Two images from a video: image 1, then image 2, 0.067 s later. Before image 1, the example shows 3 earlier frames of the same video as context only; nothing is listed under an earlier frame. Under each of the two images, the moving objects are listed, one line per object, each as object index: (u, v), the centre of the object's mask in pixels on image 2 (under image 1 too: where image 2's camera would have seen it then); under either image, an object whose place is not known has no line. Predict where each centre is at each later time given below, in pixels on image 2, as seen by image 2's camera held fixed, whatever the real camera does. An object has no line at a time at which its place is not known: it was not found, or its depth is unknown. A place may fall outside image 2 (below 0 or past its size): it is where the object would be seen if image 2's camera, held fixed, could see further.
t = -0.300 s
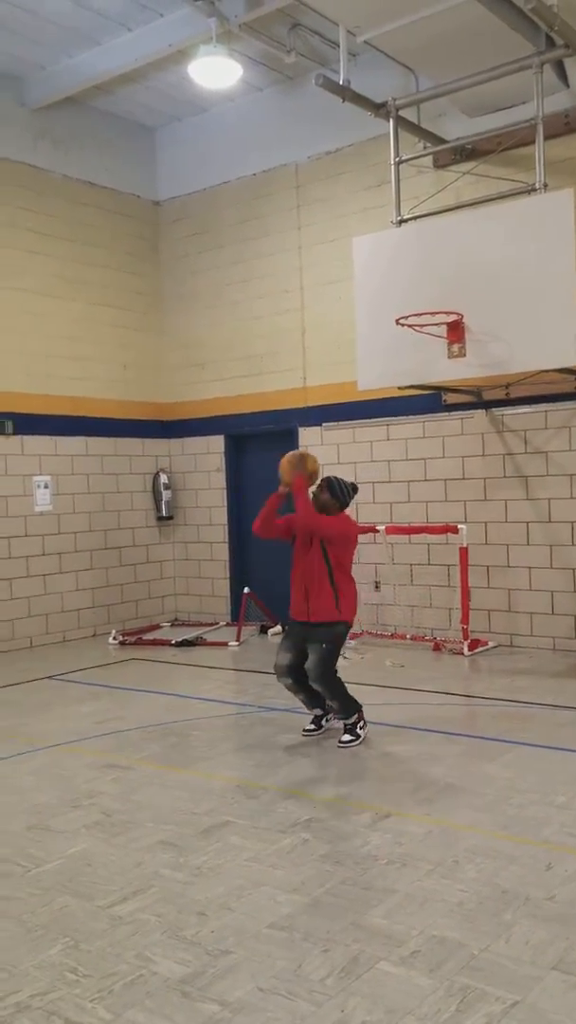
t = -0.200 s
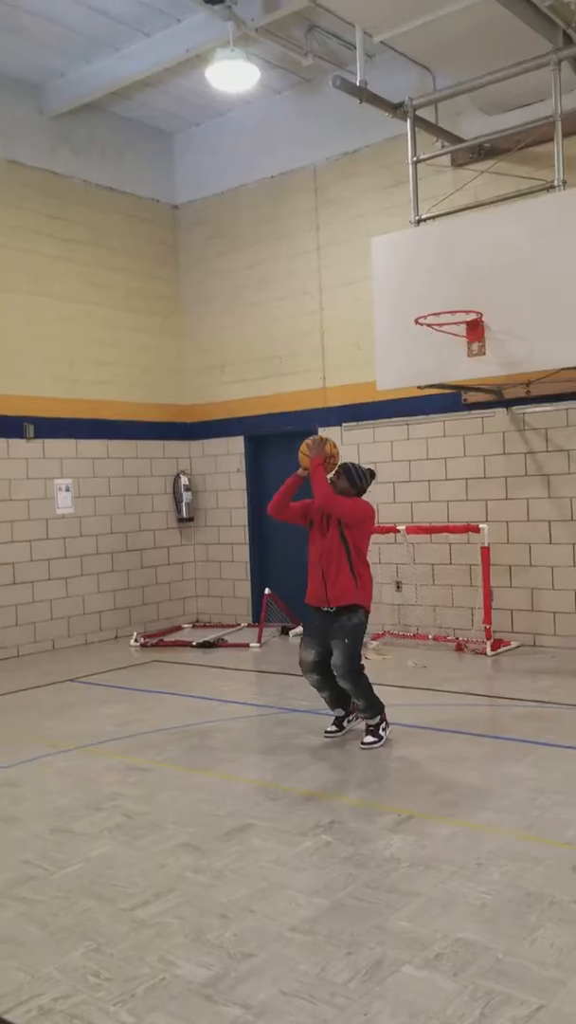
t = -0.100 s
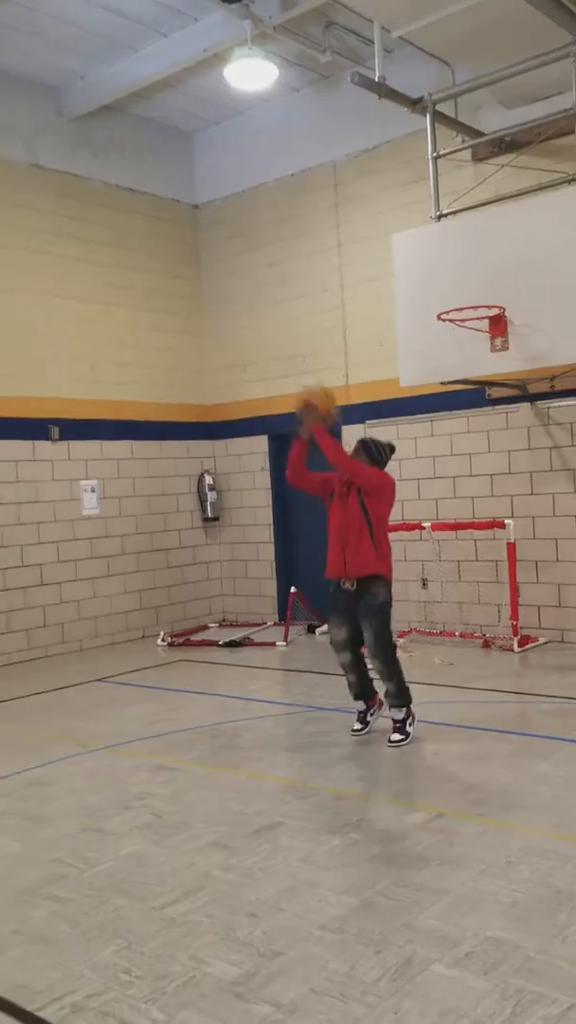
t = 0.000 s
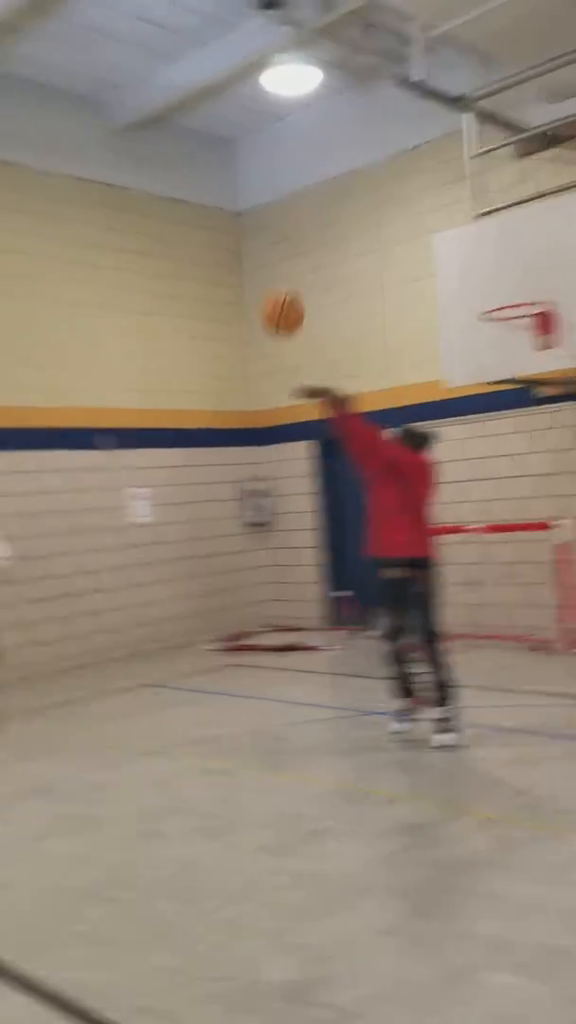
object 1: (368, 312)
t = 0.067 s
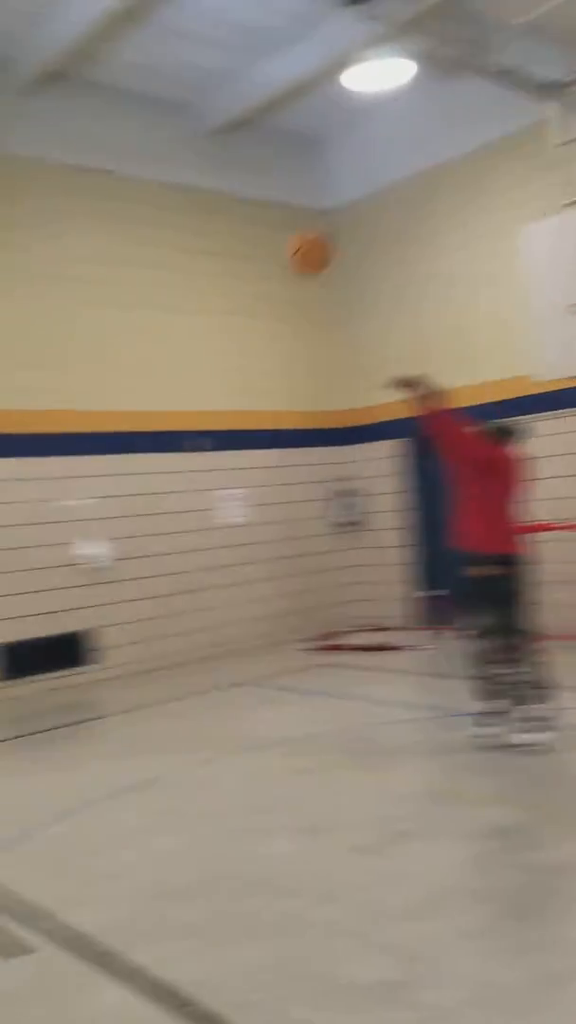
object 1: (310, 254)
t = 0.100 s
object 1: (274, 225)
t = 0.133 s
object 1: (241, 197)
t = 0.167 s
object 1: (209, 173)
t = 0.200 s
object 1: (175, 151)
